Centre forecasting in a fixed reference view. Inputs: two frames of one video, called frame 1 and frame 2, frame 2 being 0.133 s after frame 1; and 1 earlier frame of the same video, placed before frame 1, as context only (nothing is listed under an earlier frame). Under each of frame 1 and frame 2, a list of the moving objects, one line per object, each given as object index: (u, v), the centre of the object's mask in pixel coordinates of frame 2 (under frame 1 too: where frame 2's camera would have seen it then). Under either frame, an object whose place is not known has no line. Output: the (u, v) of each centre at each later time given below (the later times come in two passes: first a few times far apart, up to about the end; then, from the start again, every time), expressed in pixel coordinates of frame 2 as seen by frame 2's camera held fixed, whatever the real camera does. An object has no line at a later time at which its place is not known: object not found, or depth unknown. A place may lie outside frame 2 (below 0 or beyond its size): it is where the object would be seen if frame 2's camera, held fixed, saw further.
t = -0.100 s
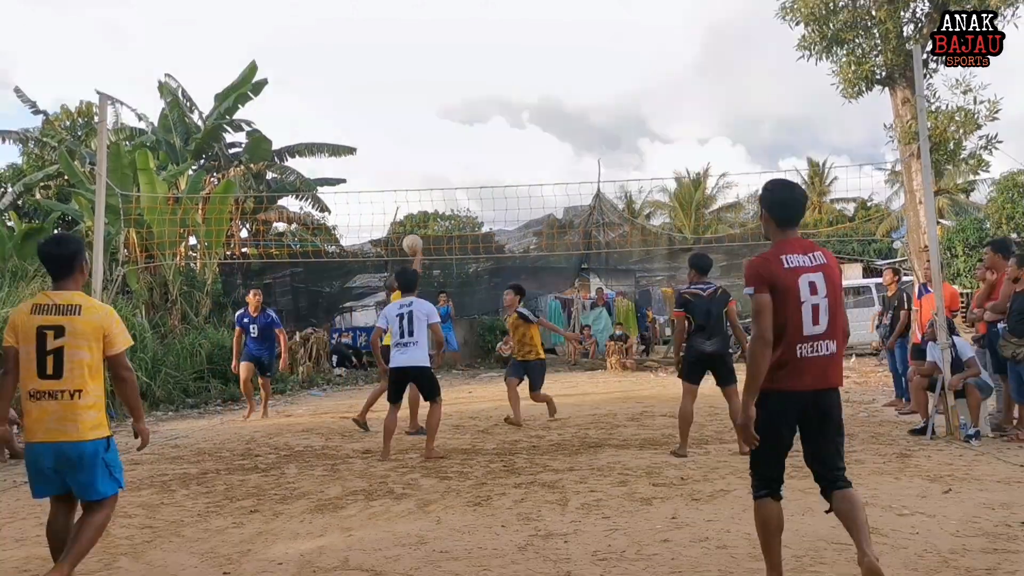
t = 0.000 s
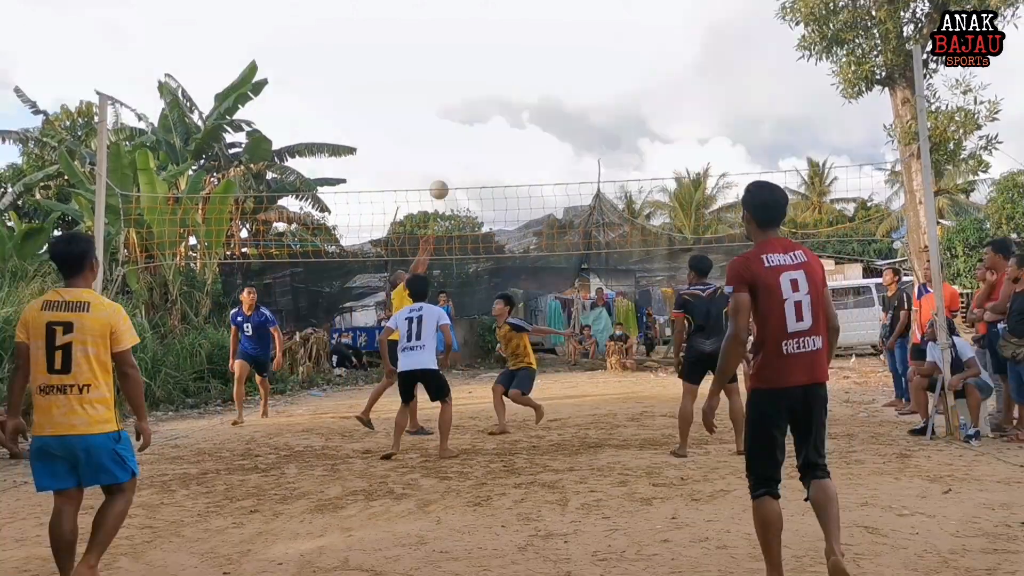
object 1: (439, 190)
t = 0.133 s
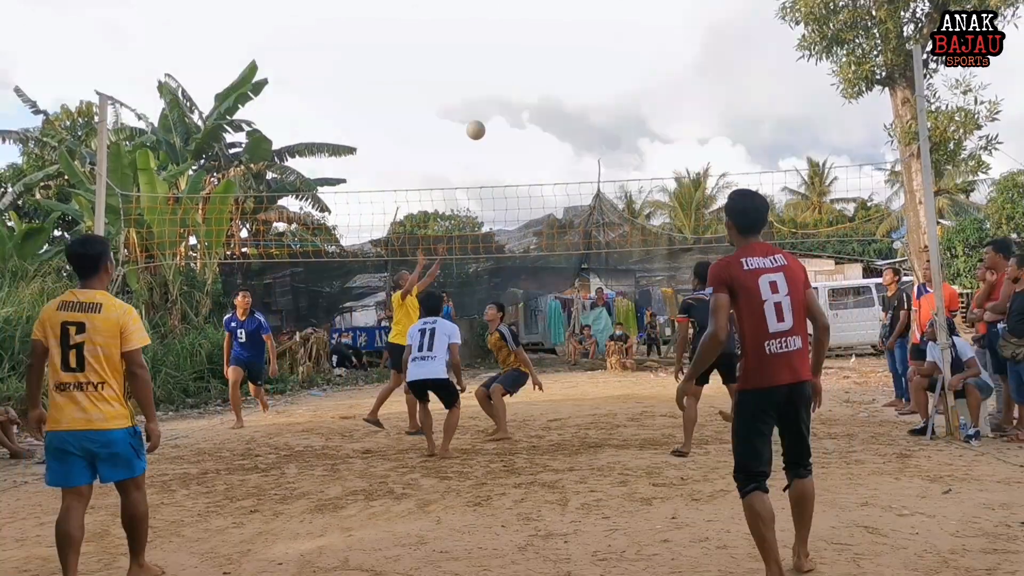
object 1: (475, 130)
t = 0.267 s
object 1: (513, 87)
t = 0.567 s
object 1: (604, 50)
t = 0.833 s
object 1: (691, 93)
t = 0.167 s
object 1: (485, 118)
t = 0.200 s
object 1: (494, 106)
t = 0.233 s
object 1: (504, 96)
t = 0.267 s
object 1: (513, 87)
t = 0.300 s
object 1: (523, 78)
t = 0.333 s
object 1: (533, 71)
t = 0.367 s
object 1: (543, 65)
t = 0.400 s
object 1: (553, 60)
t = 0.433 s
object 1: (563, 55)
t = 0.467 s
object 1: (573, 52)
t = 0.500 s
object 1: (583, 50)
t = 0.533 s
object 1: (594, 49)
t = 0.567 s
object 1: (604, 50)
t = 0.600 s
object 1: (614, 51)
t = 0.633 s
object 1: (625, 53)
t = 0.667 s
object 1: (636, 57)
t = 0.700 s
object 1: (647, 62)
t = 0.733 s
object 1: (658, 68)
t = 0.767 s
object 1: (669, 75)
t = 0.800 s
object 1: (680, 83)
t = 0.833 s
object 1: (691, 93)
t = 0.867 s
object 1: (702, 103)
